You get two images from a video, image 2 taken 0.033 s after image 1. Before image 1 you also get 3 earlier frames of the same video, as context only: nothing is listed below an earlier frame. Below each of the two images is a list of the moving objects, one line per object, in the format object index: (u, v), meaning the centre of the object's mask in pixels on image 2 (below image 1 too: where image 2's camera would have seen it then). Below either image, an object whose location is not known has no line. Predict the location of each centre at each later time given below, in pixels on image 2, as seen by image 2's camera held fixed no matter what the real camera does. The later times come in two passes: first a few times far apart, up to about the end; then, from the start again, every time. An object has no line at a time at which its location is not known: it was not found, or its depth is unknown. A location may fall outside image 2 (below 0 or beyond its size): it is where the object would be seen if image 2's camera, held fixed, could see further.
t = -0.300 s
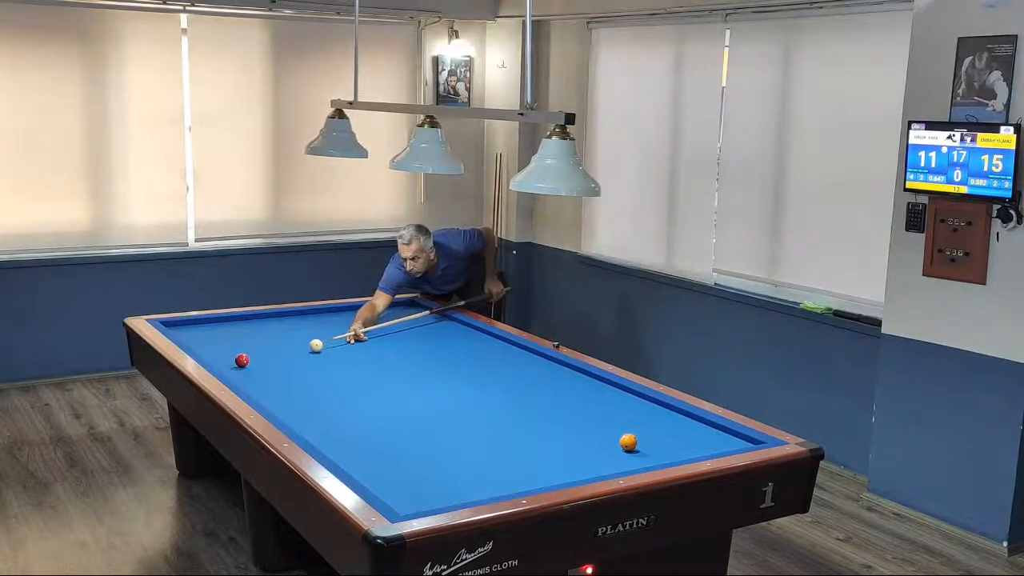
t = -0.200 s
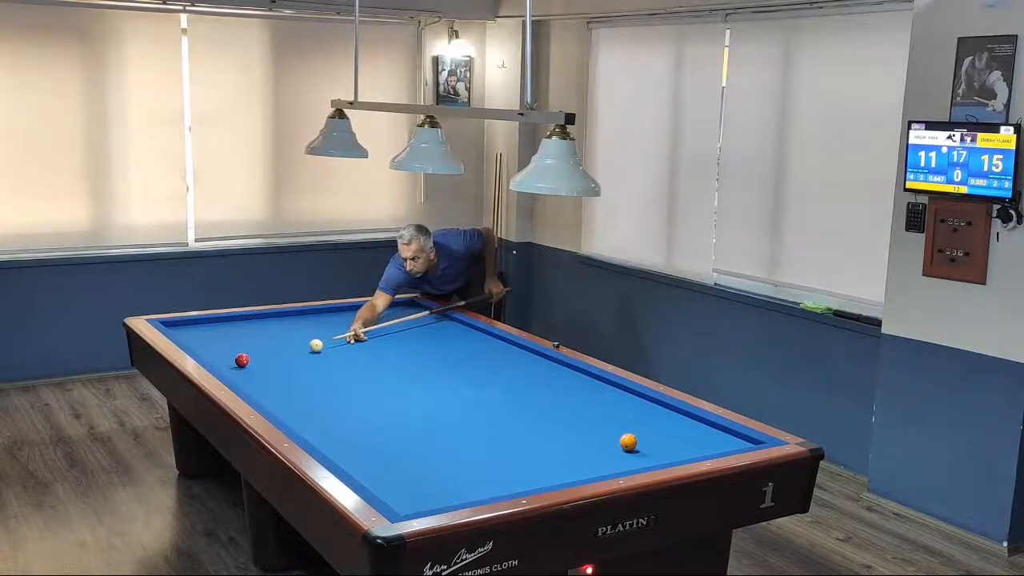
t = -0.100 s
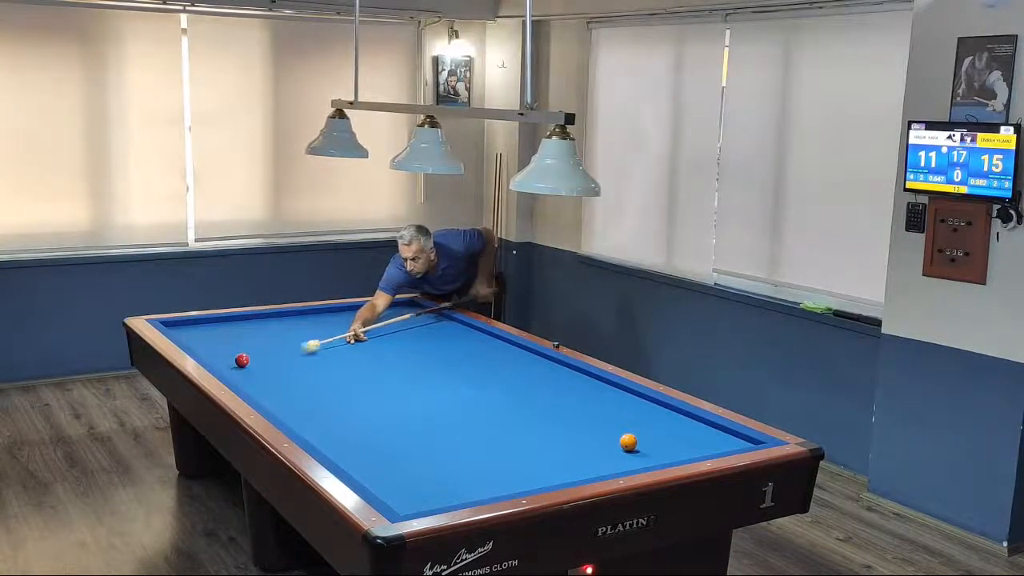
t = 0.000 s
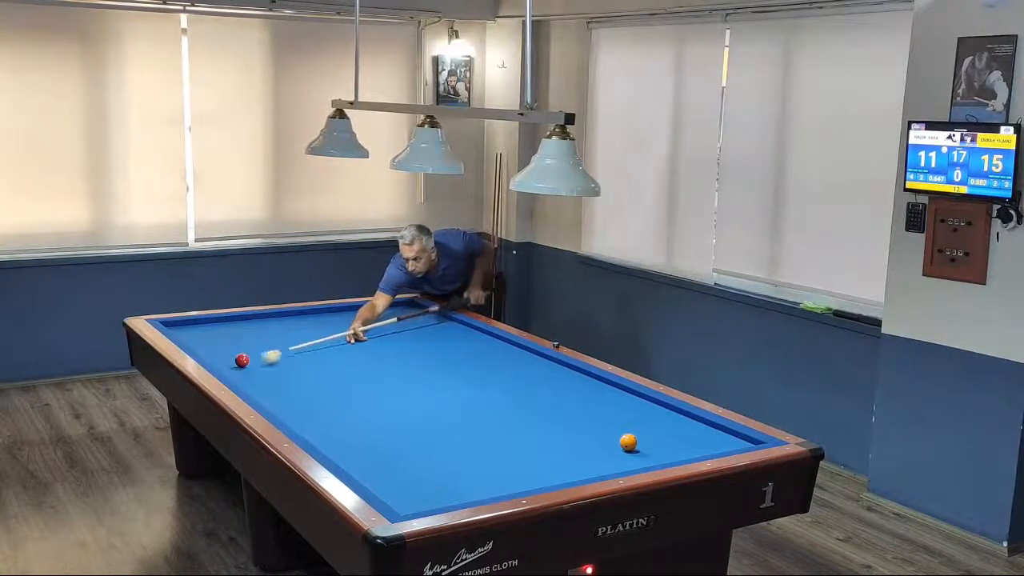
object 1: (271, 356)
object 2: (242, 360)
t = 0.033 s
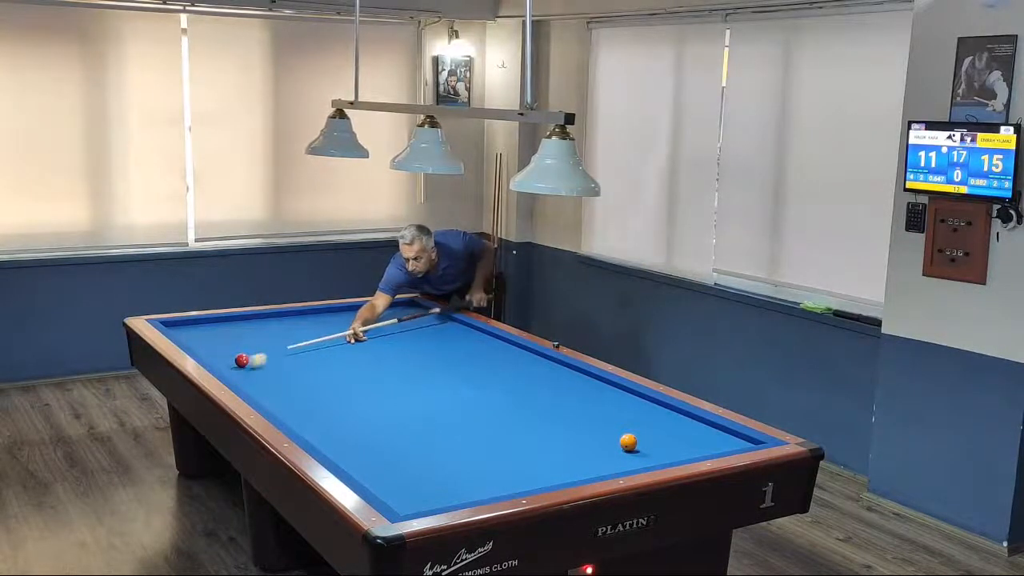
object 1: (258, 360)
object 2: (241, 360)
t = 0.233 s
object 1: (258, 373)
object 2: (220, 358)
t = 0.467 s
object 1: (315, 376)
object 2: (211, 356)
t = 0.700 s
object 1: (366, 380)
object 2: (217, 351)
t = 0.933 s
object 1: (416, 384)
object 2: (221, 348)
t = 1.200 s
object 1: (473, 388)
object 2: (226, 345)
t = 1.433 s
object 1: (524, 392)
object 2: (230, 342)
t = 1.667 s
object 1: (575, 396)
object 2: (233, 339)
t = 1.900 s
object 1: (625, 399)
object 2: (238, 336)
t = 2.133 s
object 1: (654, 407)
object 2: (240, 334)
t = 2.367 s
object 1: (658, 420)
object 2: (243, 332)
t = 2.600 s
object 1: (664, 433)
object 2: (247, 329)
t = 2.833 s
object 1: (669, 447)
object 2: (250, 327)
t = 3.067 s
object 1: (669, 456)
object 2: (253, 325)
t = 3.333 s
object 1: (631, 456)
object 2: (256, 323)
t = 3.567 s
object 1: (598, 454)
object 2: (258, 321)
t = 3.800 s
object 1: (566, 452)
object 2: (260, 320)
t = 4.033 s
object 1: (535, 450)
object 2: (262, 319)
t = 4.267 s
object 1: (504, 448)
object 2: (264, 317)
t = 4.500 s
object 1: (475, 447)
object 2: (265, 317)
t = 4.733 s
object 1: (447, 445)
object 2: (267, 315)
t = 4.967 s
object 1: (419, 443)
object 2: (269, 315)
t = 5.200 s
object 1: (393, 441)
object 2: (271, 314)
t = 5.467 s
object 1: (365, 439)
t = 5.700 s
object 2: (275, 315)
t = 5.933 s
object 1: (316, 433)
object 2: (275, 315)
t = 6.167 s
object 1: (310, 431)
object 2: (275, 315)
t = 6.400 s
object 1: (316, 427)
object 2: (275, 315)
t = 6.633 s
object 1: (320, 422)
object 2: (275, 315)
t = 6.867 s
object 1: (324, 418)
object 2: (275, 316)
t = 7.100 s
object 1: (329, 414)
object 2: (275, 316)
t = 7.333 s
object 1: (333, 411)
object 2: (275, 316)
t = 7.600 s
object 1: (337, 407)
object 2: (275, 316)
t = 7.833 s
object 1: (341, 404)
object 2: (275, 316)
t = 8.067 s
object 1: (344, 401)
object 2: (275, 316)
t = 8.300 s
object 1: (347, 399)
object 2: (275, 316)
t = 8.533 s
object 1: (349, 397)
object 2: (275, 316)
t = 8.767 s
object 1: (352, 395)
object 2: (276, 316)
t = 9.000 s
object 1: (354, 393)
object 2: (275, 316)
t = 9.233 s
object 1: (356, 391)
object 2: (275, 316)
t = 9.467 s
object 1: (358, 389)
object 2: (275, 316)
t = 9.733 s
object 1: (360, 387)
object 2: (275, 316)
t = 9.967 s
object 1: (361, 386)
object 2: (276, 316)
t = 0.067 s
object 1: (248, 364)
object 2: (237, 359)
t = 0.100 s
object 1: (239, 368)
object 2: (234, 358)
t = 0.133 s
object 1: (231, 370)
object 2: (230, 359)
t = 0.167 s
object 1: (239, 372)
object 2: (227, 359)
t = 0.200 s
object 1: (248, 373)
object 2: (223, 359)
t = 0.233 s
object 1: (258, 373)
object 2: (220, 358)
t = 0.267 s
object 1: (268, 373)
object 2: (216, 358)
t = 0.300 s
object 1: (277, 374)
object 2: (213, 357)
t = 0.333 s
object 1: (285, 374)
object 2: (211, 356)
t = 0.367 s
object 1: (293, 375)
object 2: (210, 356)
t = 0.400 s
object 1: (301, 375)
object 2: (211, 356)
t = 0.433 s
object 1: (308, 376)
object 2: (211, 356)
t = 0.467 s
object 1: (315, 376)
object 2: (211, 356)
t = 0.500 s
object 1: (322, 377)
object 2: (212, 355)
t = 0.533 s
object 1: (330, 378)
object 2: (213, 354)
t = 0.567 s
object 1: (337, 378)
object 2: (213, 354)
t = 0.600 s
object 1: (344, 379)
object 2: (214, 353)
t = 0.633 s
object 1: (351, 379)
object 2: (215, 353)
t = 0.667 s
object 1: (358, 380)
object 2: (216, 352)
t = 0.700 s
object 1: (366, 380)
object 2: (217, 351)
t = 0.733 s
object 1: (373, 381)
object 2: (217, 351)
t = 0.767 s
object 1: (380, 381)
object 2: (218, 351)
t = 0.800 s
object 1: (387, 382)
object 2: (218, 350)
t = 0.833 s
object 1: (394, 382)
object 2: (219, 350)
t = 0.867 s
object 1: (401, 383)
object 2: (220, 349)
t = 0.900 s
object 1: (408, 383)
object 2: (220, 349)
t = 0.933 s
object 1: (416, 384)
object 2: (221, 348)
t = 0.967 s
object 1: (423, 384)
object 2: (221, 348)
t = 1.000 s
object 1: (430, 385)
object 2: (222, 347)
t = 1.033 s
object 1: (437, 385)
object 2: (223, 347)
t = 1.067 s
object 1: (444, 386)
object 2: (223, 346)
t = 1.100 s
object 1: (452, 386)
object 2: (224, 346)
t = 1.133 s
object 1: (459, 387)
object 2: (224, 345)
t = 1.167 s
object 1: (466, 388)
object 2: (225, 345)
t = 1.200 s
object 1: (473, 388)
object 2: (226, 345)
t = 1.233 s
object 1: (481, 389)
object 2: (226, 344)
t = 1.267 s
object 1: (487, 389)
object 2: (227, 344)
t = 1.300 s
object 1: (494, 390)
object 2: (227, 343)
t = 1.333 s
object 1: (502, 390)
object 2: (228, 343)
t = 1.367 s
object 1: (509, 391)
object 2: (229, 343)
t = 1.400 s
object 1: (517, 391)
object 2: (229, 342)
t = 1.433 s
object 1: (524, 392)
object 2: (230, 342)
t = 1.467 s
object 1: (531, 392)
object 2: (230, 341)
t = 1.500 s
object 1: (538, 393)
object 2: (230, 341)
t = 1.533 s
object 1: (545, 393)
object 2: (231, 340)
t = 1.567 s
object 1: (553, 394)
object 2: (231, 341)
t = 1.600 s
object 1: (561, 395)
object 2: (232, 340)
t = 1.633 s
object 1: (567, 395)
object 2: (233, 340)
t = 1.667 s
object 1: (575, 396)
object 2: (233, 339)
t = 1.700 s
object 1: (582, 396)
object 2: (234, 339)
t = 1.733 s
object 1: (589, 397)
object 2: (234, 339)
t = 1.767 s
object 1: (596, 397)
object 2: (235, 338)
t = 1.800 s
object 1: (603, 398)
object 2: (236, 338)
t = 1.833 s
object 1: (610, 398)
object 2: (236, 338)
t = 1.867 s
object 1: (618, 399)
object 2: (236, 338)
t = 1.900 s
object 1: (625, 399)
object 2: (238, 336)
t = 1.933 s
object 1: (632, 400)
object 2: (238, 336)
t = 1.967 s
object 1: (640, 400)
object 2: (238, 336)
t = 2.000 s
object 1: (647, 400)
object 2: (239, 335)
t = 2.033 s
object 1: (652, 401)
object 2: (239, 335)
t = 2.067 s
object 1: (653, 403)
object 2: (240, 334)
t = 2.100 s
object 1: (654, 405)
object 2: (240, 334)
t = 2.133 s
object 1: (654, 407)
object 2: (240, 334)
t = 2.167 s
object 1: (654, 408)
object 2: (241, 334)
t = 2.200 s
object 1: (656, 410)
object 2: (241, 334)
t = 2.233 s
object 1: (656, 412)
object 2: (242, 333)
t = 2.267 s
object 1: (657, 414)
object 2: (242, 333)
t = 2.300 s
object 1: (658, 416)
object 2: (243, 332)
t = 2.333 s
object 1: (658, 418)
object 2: (243, 332)
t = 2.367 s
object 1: (658, 420)
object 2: (243, 332)
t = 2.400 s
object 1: (660, 421)
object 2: (244, 331)
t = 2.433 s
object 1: (661, 423)
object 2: (245, 331)
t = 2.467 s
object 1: (661, 425)
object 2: (245, 330)
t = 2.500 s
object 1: (662, 427)
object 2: (245, 330)
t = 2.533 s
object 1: (663, 429)
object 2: (246, 330)
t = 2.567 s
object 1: (663, 431)
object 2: (247, 329)
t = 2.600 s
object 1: (664, 433)
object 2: (247, 329)
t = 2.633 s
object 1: (665, 435)
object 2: (248, 328)
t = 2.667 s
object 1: (665, 436)
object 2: (248, 328)
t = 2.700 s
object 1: (667, 439)
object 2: (248, 328)
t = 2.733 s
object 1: (667, 441)
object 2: (248, 328)
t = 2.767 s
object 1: (668, 443)
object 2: (249, 328)
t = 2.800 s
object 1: (669, 445)
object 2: (249, 328)
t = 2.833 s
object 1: (669, 447)
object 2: (250, 327)
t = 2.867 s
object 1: (670, 449)
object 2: (250, 327)
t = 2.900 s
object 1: (671, 451)
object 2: (251, 326)
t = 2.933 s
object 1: (671, 452)
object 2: (251, 326)
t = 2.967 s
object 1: (672, 453)
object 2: (251, 326)
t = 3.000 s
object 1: (673, 455)
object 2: (252, 326)
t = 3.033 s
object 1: (674, 456)
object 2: (252, 325)
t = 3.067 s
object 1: (669, 456)
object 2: (253, 325)
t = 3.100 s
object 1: (664, 456)
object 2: (253, 325)
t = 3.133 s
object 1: (659, 456)
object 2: (253, 325)
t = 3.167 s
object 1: (655, 457)
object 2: (253, 325)
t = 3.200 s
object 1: (650, 457)
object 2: (254, 324)
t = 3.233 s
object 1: (645, 457)
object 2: (254, 324)
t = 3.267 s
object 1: (640, 457)
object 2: (255, 324)
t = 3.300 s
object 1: (636, 457)
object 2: (255, 323)
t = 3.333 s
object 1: (631, 456)
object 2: (256, 323)
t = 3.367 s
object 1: (626, 456)
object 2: (256, 323)
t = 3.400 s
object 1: (621, 456)
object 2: (257, 322)
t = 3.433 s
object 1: (616, 456)
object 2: (257, 322)
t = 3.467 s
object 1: (611, 455)
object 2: (257, 322)
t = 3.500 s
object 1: (607, 455)
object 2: (257, 322)
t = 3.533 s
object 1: (602, 454)
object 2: (257, 322)
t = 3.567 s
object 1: (598, 454)
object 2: (258, 321)
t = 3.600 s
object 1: (593, 454)
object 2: (258, 321)
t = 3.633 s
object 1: (589, 454)
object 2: (259, 321)
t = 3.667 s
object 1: (584, 453)
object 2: (259, 320)
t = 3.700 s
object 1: (579, 453)
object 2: (259, 320)
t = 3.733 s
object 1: (575, 453)
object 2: (259, 320)
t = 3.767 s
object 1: (571, 452)
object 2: (260, 320)
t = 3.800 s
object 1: (566, 452)
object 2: (260, 320)
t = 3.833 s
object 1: (562, 452)
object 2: (260, 320)
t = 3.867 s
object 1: (558, 452)
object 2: (260, 319)
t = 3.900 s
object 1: (553, 451)
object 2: (261, 319)
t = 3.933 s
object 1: (548, 451)
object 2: (261, 319)
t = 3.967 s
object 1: (543, 451)
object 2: (262, 319)
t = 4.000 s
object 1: (539, 450)
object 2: (262, 318)
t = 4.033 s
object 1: (535, 450)
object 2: (262, 319)
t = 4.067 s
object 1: (530, 450)
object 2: (262, 318)
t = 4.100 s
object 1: (526, 450)
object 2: (262, 318)
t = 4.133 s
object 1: (521, 450)
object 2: (263, 318)
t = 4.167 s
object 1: (517, 449)
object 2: (263, 318)
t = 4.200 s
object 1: (513, 449)
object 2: (263, 318)
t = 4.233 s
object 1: (509, 449)
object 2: (263, 318)
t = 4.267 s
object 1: (504, 448)
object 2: (264, 317)
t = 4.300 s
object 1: (500, 449)
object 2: (264, 318)
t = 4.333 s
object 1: (496, 448)
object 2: (264, 317)
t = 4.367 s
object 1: (492, 448)
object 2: (264, 317)
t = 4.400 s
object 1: (488, 447)
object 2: (264, 317)
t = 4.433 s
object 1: (484, 447)
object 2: (264, 316)
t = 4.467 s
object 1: (479, 447)
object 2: (265, 317)
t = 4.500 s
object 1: (475, 447)
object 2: (265, 317)
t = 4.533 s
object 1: (471, 446)
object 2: (265, 317)
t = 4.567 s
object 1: (467, 446)
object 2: (265, 316)
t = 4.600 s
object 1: (463, 446)
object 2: (265, 316)
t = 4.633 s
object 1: (459, 446)
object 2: (266, 315)
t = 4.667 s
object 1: (455, 445)
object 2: (266, 315)
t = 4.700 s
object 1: (451, 445)
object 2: (266, 315)
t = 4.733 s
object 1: (447, 445)
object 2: (267, 315)
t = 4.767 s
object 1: (443, 444)
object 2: (267, 315)
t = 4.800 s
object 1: (439, 444)
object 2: (267, 315)
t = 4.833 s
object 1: (435, 444)
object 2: (267, 315)
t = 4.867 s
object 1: (431, 444)
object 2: (267, 315)
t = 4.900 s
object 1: (427, 443)
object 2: (268, 315)
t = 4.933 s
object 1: (424, 443)
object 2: (268, 314)
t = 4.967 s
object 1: (419, 443)
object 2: (269, 315)
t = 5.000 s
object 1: (416, 442)
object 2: (269, 314)
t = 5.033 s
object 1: (412, 442)
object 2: (270, 315)
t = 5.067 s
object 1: (408, 442)
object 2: (270, 315)
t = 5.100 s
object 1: (404, 442)
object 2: (270, 315)
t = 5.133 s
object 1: (400, 442)
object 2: (270, 314)
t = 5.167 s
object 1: (396, 441)
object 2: (271, 314)
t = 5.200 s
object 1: (393, 441)
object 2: (271, 314)
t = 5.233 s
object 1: (389, 441)
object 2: (271, 314)
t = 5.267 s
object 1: (385, 440)
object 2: (272, 315)
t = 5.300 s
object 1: (382, 440)
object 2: (272, 314)
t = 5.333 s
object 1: (378, 440)
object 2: (272, 314)
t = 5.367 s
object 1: (375, 439)
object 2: (272, 315)
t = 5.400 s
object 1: (371, 439)
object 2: (272, 315)
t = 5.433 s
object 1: (367, 439)
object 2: (274, 314)
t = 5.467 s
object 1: (365, 439)
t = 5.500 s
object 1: (362, 438)
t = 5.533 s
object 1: (357, 438)
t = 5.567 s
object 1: (353, 438)
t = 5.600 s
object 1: (350, 438)
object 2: (274, 315)
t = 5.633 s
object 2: (274, 315)
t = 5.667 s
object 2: (274, 315)
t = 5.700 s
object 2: (275, 315)
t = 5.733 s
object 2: (275, 315)
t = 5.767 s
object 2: (275, 315)
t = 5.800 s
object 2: (275, 315)
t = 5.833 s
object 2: (275, 315)
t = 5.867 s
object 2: (275, 315)
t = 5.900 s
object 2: (275, 316)
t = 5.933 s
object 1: (316, 433)
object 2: (275, 315)
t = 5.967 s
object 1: (313, 434)
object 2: (275, 316)
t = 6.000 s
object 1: (311, 433)
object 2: (275, 316)
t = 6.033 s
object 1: (310, 433)
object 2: (275, 316)
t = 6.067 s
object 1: (310, 432)
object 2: (275, 316)
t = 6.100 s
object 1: (310, 432)
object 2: (275, 315)
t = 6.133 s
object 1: (310, 431)
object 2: (275, 315)
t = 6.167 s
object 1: (310, 431)
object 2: (275, 315)
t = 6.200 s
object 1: (312, 430)
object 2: (275, 315)
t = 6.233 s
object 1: (312, 430)
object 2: (275, 315)
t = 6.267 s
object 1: (313, 429)
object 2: (275, 315)
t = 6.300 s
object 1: (313, 429)
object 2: (275, 315)
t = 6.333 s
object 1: (314, 428)
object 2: (275, 315)
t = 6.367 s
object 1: (315, 428)
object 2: (275, 315)
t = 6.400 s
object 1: (316, 427)
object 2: (275, 315)
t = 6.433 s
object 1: (316, 426)
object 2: (275, 315)
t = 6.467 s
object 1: (317, 425)
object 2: (275, 315)
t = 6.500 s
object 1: (317, 425)
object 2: (275, 315)
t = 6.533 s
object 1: (318, 424)
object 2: (275, 315)
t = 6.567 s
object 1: (319, 424)
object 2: (275, 315)
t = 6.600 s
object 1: (319, 423)
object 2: (275, 315)
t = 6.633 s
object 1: (320, 422)
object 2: (275, 315)
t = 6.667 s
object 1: (321, 422)
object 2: (275, 315)
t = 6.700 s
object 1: (321, 421)
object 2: (275, 315)
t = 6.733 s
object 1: (321, 420)
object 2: (275, 316)
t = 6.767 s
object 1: (322, 420)
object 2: (275, 316)
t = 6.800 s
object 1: (323, 419)
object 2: (275, 316)
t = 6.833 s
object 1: (323, 419)
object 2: (275, 316)
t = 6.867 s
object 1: (324, 418)
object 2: (275, 316)
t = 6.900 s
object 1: (324, 418)
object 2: (275, 316)
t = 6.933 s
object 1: (325, 417)
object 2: (275, 316)
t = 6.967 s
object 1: (326, 417)
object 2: (275, 316)
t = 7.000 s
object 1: (327, 416)
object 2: (275, 316)
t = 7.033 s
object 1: (327, 416)
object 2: (275, 316)
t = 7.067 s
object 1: (328, 415)
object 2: (275, 315)
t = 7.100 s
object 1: (329, 414)
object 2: (275, 316)
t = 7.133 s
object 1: (329, 414)
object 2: (275, 316)
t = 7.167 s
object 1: (329, 413)
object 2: (275, 316)
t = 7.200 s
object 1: (330, 413)
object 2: (275, 316)
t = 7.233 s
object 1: (330, 413)
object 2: (275, 316)
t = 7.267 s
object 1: (331, 412)
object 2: (275, 316)
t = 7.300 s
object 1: (332, 411)
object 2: (275, 316)
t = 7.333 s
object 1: (333, 411)
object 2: (275, 316)
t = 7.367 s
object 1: (333, 411)
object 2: (275, 316)
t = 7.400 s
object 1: (334, 410)
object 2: (275, 316)
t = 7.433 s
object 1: (334, 409)
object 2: (275, 316)
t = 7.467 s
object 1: (335, 409)
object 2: (275, 316)
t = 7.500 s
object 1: (335, 409)
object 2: (275, 316)
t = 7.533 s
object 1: (336, 408)
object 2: (275, 316)
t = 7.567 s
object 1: (336, 407)
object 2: (275, 316)
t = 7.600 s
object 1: (337, 407)
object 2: (275, 316)
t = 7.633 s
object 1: (337, 407)
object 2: (275, 315)
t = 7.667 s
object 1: (338, 406)
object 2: (275, 315)
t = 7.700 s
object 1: (339, 406)
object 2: (275, 315)
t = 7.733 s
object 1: (339, 405)
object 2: (275, 316)
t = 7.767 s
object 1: (340, 405)
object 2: (275, 316)
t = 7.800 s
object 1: (340, 405)
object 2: (275, 316)
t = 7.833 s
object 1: (341, 404)
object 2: (275, 316)
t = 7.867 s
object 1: (341, 404)
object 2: (275, 316)
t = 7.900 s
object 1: (341, 403)
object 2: (275, 316)
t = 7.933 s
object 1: (342, 403)
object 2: (275, 316)
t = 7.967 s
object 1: (342, 403)
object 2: (275, 316)
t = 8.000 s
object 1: (343, 402)
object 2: (275, 316)
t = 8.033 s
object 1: (343, 402)
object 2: (275, 316)
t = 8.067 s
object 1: (344, 401)
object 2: (275, 316)
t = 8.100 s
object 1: (344, 401)
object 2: (275, 315)
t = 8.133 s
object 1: (345, 401)
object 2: (275, 316)
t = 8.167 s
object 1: (345, 400)
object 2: (275, 315)
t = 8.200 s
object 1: (345, 400)
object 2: (275, 315)
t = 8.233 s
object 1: (346, 400)
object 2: (275, 316)
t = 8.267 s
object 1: (346, 399)
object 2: (275, 315)
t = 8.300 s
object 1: (347, 399)
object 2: (275, 316)
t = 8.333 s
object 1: (347, 399)
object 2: (275, 316)
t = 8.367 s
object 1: (347, 398)
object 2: (275, 316)
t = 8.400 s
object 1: (348, 398)
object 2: (275, 316)
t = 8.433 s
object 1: (348, 398)
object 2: (275, 316)
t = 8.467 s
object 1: (349, 397)
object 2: (275, 316)
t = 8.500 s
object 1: (349, 397)
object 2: (275, 316)
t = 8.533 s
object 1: (349, 397)
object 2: (275, 316)
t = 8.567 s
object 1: (350, 397)
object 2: (275, 316)
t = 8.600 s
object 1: (350, 396)
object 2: (275, 316)
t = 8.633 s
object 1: (350, 396)
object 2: (275, 316)
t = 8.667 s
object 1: (351, 396)
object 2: (275, 316)
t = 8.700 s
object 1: (351, 395)
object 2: (275, 316)
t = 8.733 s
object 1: (352, 395)
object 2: (276, 316)
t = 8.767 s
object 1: (352, 395)
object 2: (276, 316)
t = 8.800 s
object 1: (352, 394)
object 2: (276, 316)
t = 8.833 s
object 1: (352, 394)
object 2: (275, 316)
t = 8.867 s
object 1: (352, 394)
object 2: (275, 316)
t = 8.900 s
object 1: (353, 393)
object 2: (276, 316)
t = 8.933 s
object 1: (353, 393)
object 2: (275, 316)
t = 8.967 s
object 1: (354, 393)
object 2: (276, 316)
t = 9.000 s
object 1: (354, 393)
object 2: (275, 316)
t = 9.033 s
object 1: (354, 392)
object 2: (275, 316)
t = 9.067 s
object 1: (354, 392)
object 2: (275, 316)
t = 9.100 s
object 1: (355, 392)
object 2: (275, 316)
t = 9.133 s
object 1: (355, 391)
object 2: (275, 316)
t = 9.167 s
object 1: (355, 391)
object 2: (275, 316)
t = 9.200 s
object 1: (356, 391)
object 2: (275, 316)
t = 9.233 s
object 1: (356, 391)
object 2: (275, 316)
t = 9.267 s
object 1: (356, 391)
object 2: (275, 316)
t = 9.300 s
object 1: (357, 390)
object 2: (275, 316)
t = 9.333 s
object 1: (357, 390)
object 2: (275, 316)
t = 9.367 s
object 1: (357, 390)
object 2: (275, 316)
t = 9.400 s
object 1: (358, 389)
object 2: (275, 316)
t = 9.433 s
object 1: (358, 389)
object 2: (275, 316)
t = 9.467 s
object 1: (358, 389)
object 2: (275, 316)
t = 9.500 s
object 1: (358, 389)
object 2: (275, 316)
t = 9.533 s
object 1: (359, 389)
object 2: (275, 316)
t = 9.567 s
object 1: (359, 388)
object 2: (275, 316)
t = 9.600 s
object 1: (359, 388)
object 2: (275, 316)
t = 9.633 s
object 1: (359, 388)
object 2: (276, 316)
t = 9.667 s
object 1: (360, 387)
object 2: (276, 316)
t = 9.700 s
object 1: (360, 387)
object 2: (276, 316)
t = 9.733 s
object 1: (360, 387)
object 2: (275, 316)
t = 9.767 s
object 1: (360, 387)
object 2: (275, 316)
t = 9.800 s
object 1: (360, 387)
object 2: (276, 316)
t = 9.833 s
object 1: (360, 387)
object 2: (276, 316)
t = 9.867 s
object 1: (361, 387)
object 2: (276, 316)
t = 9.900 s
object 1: (361, 387)
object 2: (276, 316)
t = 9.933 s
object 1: (361, 386)
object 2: (276, 316)
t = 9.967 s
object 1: (361, 386)
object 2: (276, 316)
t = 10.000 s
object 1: (361, 386)
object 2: (275, 316)
